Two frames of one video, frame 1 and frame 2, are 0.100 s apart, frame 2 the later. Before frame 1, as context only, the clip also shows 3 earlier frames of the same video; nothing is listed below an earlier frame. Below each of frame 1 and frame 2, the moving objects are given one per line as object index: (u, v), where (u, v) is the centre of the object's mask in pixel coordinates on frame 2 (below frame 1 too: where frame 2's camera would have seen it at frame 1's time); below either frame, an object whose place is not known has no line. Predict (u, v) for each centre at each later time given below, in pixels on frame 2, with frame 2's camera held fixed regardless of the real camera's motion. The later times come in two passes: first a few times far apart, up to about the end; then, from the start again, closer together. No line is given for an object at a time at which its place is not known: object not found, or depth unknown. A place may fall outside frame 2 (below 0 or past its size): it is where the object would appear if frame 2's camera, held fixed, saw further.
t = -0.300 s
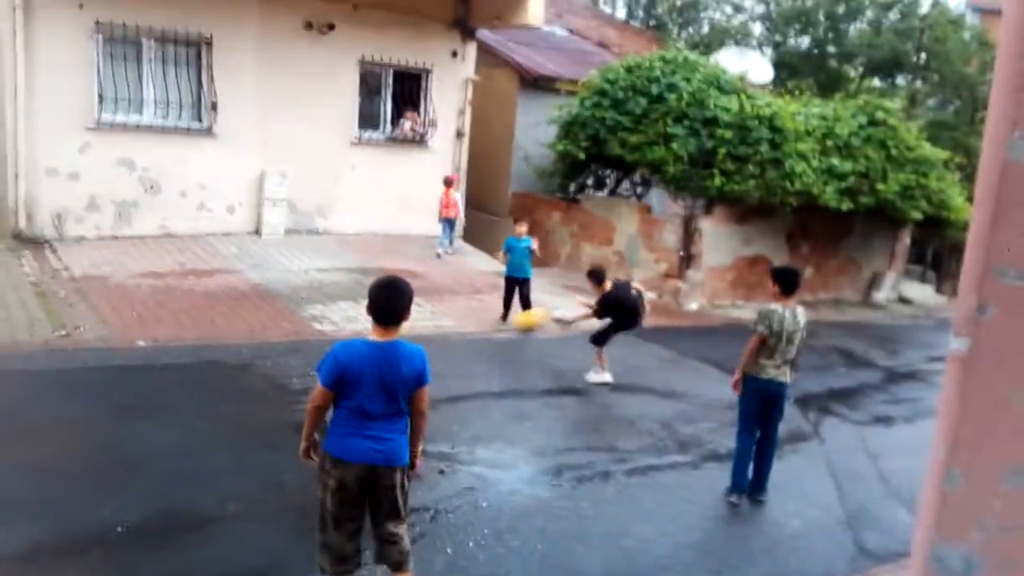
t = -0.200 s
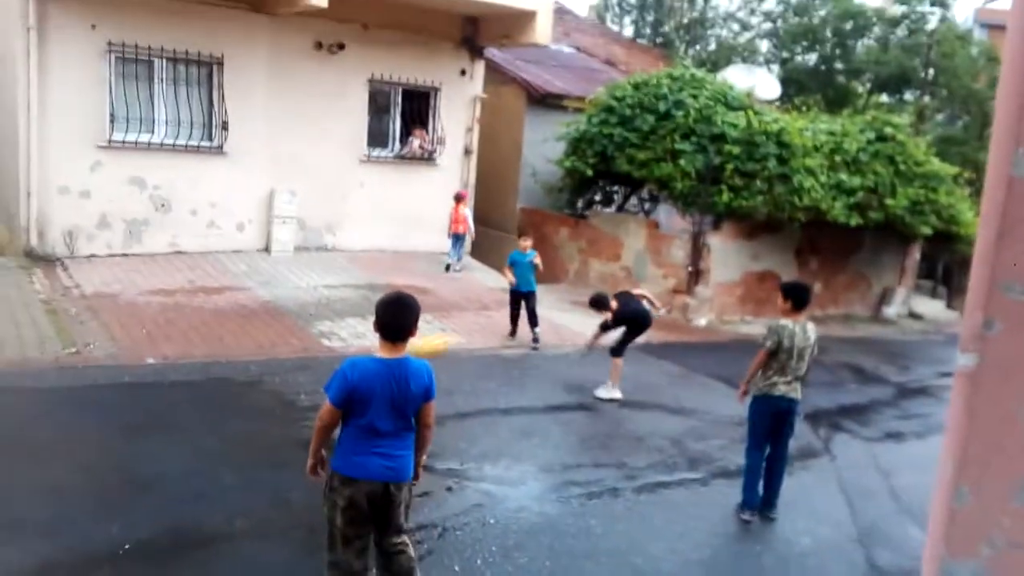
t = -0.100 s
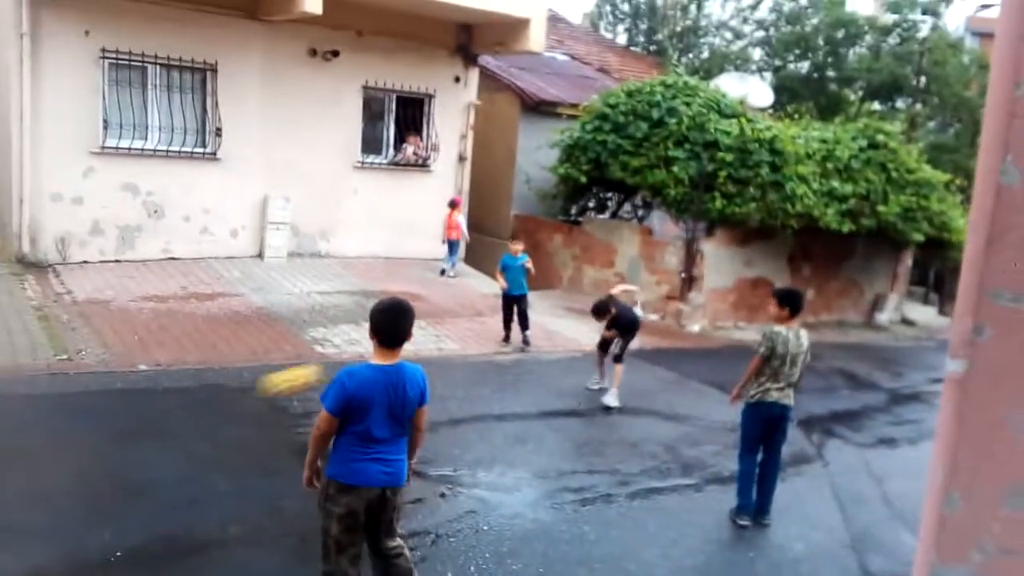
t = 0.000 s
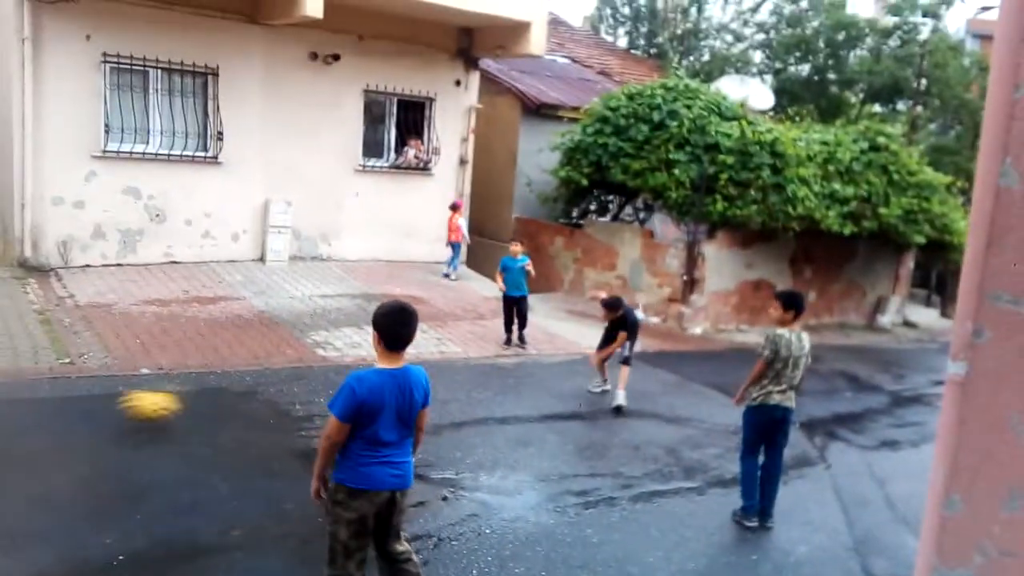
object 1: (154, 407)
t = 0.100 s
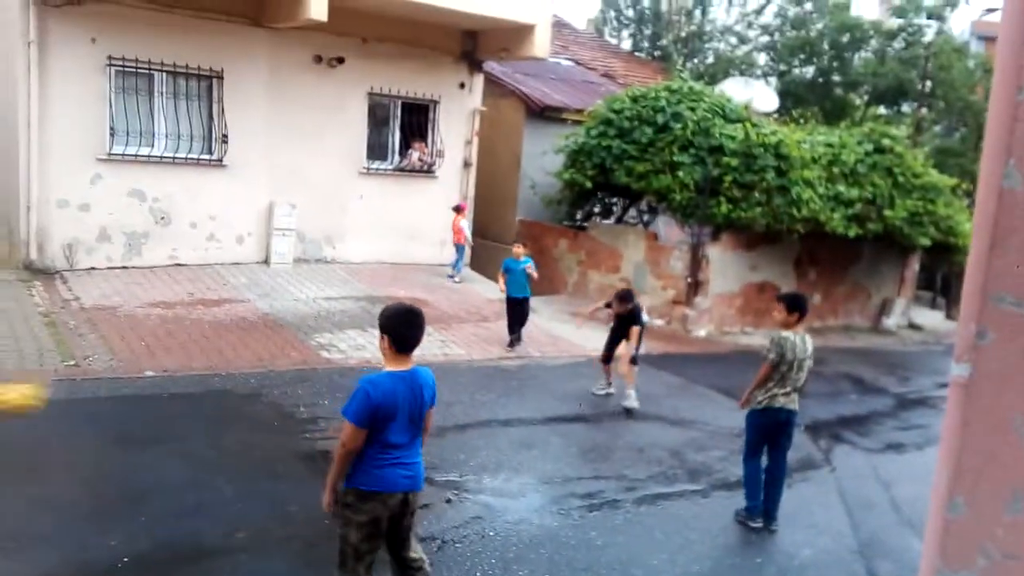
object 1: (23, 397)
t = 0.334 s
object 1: (-21, 386)
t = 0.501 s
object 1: (65, 410)
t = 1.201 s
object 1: (270, 416)
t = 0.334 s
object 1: (-21, 386)
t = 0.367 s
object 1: (-9, 387)
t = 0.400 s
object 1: (9, 391)
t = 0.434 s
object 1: (29, 396)
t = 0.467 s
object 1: (46, 402)
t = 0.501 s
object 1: (65, 410)
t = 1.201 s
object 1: (270, 416)
